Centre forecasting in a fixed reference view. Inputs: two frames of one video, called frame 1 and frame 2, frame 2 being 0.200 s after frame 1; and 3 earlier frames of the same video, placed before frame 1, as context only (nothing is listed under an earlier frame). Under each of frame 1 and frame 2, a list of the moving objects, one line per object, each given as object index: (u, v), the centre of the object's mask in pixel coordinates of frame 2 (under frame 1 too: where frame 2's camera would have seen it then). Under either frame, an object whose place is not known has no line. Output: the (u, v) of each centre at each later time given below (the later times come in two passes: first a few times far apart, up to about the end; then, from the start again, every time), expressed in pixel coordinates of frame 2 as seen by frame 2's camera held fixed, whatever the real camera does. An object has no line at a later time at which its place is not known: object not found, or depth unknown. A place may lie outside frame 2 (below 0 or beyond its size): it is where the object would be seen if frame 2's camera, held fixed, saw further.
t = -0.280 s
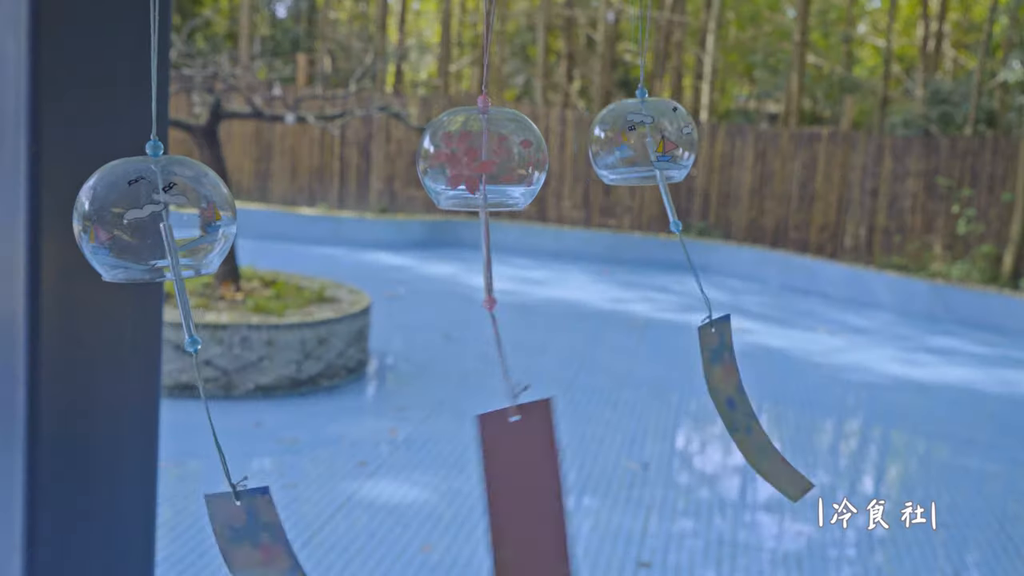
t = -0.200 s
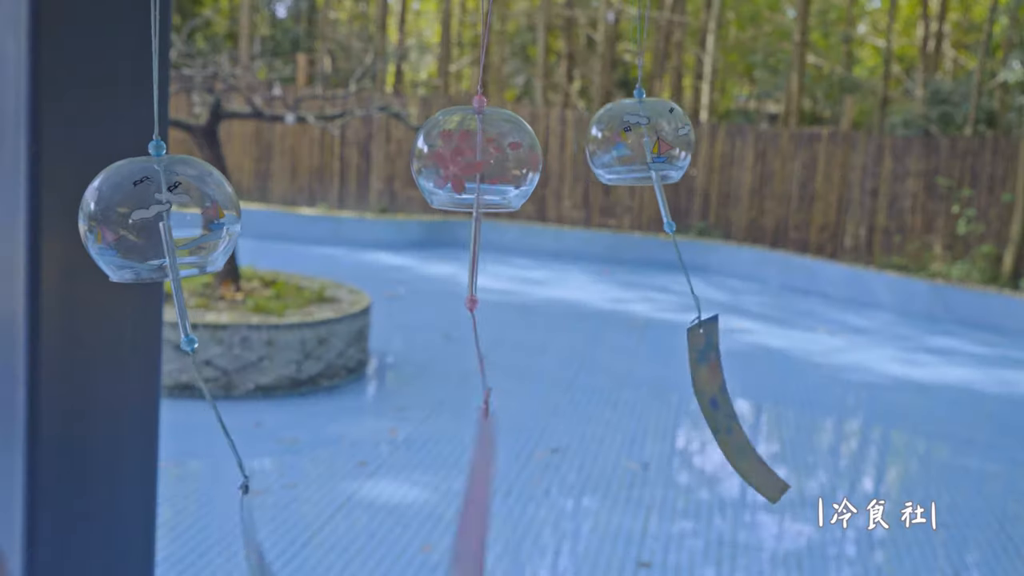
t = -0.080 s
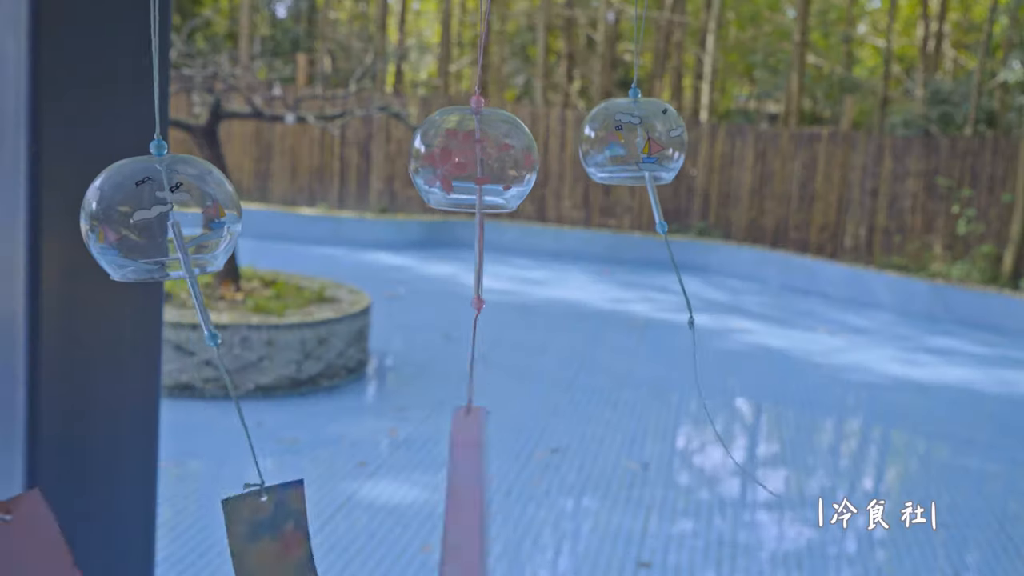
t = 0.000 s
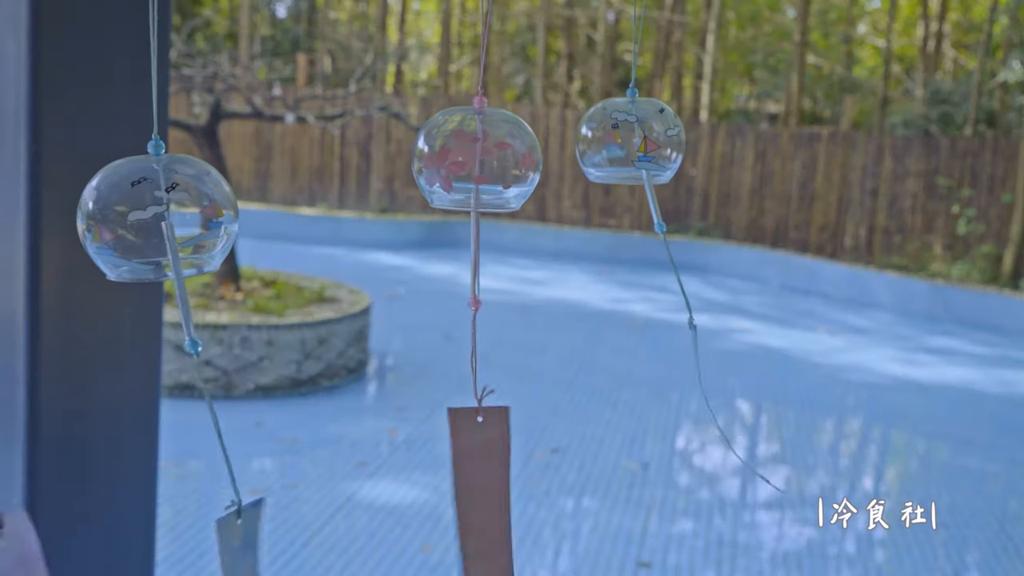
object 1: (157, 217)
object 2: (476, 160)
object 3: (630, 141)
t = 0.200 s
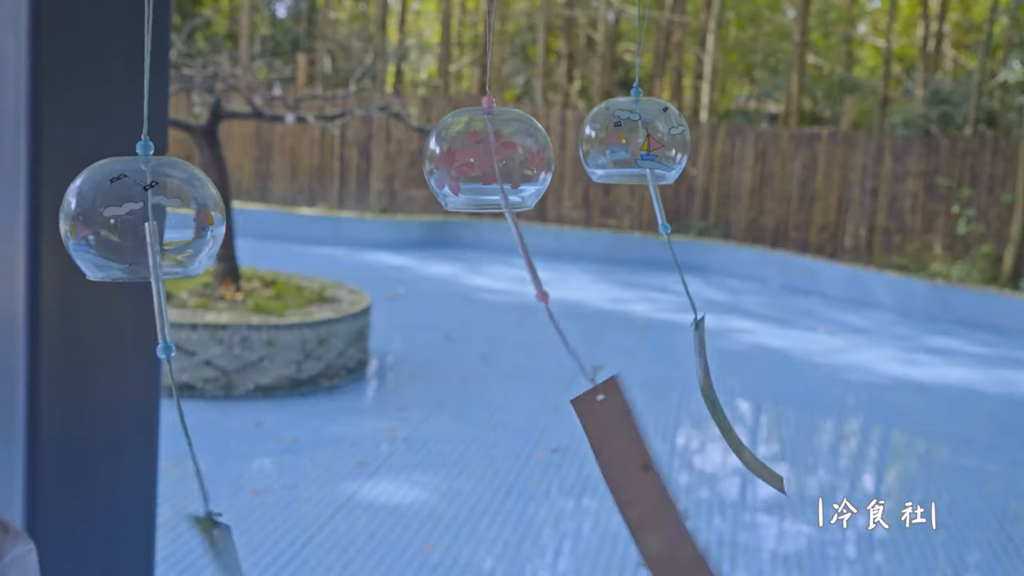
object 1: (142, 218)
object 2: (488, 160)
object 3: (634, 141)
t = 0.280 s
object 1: (139, 219)
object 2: (490, 160)
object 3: (640, 142)
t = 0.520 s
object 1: (159, 220)
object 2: (494, 159)
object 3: (648, 142)
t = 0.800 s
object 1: (158, 217)
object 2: (483, 160)
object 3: (632, 142)
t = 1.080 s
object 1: (142, 218)
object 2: (473, 160)
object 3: (630, 142)
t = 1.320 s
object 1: (160, 220)
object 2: (490, 160)
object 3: (647, 142)
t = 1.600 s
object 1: (163, 218)
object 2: (491, 159)
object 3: (640, 142)
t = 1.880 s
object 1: (142, 216)
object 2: (481, 160)
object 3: (628, 141)
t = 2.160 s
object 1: (144, 218)
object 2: (491, 160)
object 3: (642, 142)
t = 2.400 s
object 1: (149, 220)
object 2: (488, 159)
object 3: (649, 141)
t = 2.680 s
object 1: (153, 217)
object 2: (494, 159)
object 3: (636, 141)
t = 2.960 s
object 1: (163, 214)
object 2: (474, 159)
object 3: (627, 140)
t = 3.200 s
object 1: (139, 216)
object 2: (477, 159)
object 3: (641, 141)
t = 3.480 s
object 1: (140, 218)
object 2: (488, 158)
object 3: (635, 140)
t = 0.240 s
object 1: (140, 218)
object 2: (489, 160)
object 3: (637, 141)
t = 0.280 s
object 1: (139, 219)
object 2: (490, 160)
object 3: (640, 142)
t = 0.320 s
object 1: (140, 219)
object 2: (492, 159)
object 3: (643, 142)
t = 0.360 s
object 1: (142, 219)
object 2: (493, 159)
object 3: (646, 142)
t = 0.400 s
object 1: (147, 219)
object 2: (493, 159)
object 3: (648, 141)
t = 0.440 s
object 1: (151, 219)
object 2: (495, 159)
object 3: (649, 141)
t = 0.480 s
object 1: (155, 219)
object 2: (494, 159)
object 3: (649, 142)
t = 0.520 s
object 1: (159, 220)
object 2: (494, 159)
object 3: (648, 142)
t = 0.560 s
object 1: (161, 220)
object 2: (495, 159)
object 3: (646, 142)
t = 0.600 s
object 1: (163, 219)
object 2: (494, 160)
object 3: (644, 142)
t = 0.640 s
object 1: (164, 219)
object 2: (494, 160)
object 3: (641, 142)
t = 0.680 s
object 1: (165, 218)
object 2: (492, 160)
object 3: (639, 142)
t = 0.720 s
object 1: (164, 217)
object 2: (489, 160)
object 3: (637, 142)
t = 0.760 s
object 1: (161, 217)
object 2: (486, 160)
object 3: (634, 142)
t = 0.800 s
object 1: (158, 217)
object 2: (483, 160)
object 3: (632, 142)
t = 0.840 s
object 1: (155, 217)
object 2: (481, 160)
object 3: (630, 142)
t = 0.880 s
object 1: (151, 216)
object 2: (479, 160)
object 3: (628, 141)
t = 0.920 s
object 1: (148, 217)
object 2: (477, 160)
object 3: (627, 141)
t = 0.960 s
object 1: (145, 217)
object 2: (476, 160)
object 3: (626, 141)
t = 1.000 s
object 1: (143, 217)
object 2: (475, 160)
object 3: (627, 141)
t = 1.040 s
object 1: (141, 217)
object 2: (473, 160)
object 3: (628, 141)
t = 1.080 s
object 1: (142, 218)
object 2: (473, 160)
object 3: (630, 142)
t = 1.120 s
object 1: (144, 218)
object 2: (473, 160)
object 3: (633, 142)
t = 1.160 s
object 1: (146, 219)
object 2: (475, 159)
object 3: (636, 142)
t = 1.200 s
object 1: (149, 219)
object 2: (478, 159)
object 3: (640, 142)
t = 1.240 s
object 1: (152, 220)
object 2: (482, 159)
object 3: (643, 142)
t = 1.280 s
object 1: (156, 220)
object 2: (486, 160)
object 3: (645, 142)
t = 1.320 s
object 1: (160, 220)
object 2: (490, 160)
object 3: (647, 142)
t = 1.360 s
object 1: (163, 220)
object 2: (493, 160)
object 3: (649, 142)
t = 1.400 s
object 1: (165, 220)
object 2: (494, 160)
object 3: (649, 142)
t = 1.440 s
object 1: (166, 220)
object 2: (495, 159)
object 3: (649, 141)
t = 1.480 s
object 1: (166, 219)
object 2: (495, 159)
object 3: (647, 141)
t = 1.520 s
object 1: (166, 220)
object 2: (494, 160)
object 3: (645, 142)
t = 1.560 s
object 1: (165, 219)
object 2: (493, 160)
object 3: (642, 142)
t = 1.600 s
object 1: (163, 218)
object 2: (491, 159)
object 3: (640, 142)
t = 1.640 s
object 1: (161, 218)
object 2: (488, 160)
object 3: (638, 141)
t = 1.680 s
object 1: (158, 218)
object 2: (485, 160)
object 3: (636, 142)
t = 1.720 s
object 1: (154, 218)
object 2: (481, 160)
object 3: (633, 142)
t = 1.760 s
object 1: (150, 217)
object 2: (480, 160)
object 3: (631, 141)
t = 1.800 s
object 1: (147, 216)
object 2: (479, 160)
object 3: (630, 141)
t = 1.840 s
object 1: (144, 216)
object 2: (480, 160)
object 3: (629, 141)
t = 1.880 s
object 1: (142, 216)
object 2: (481, 160)
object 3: (628, 141)
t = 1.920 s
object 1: (141, 216)
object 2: (482, 160)
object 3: (629, 141)
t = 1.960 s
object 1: (139, 216)
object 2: (485, 160)
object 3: (629, 142)
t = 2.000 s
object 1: (139, 217)
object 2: (487, 160)
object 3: (631, 141)
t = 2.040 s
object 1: (139, 218)
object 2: (488, 160)
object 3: (633, 142)
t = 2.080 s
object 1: (140, 218)
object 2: (489, 160)
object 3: (636, 141)
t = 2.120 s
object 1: (142, 218)
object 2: (490, 160)
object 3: (639, 142)
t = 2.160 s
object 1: (144, 218)
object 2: (491, 160)
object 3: (642, 142)
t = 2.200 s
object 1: (146, 219)
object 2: (491, 160)
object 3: (645, 142)
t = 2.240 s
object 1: (146, 219)
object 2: (491, 159)
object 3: (647, 141)
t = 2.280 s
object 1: (146, 218)
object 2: (490, 159)
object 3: (648, 142)
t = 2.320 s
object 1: (149, 219)
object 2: (489, 159)
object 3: (649, 142)
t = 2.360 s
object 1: (150, 221)
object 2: (488, 159)
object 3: (649, 142)
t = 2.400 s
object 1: (149, 220)
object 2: (488, 159)
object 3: (649, 141)
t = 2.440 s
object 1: (148, 220)
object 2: (488, 159)
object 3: (649, 141)
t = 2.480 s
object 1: (148, 220)
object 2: (489, 160)
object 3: (648, 141)
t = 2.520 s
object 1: (149, 219)
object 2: (491, 159)
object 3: (646, 140)
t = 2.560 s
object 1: (150, 219)
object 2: (494, 159)
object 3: (644, 140)
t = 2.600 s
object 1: (150, 218)
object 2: (495, 159)
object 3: (642, 140)
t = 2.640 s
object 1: (151, 218)
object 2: (495, 159)
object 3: (639, 140)
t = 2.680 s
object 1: (153, 217)
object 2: (494, 159)
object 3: (636, 141)
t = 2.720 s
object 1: (156, 216)
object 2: (490, 159)
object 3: (633, 141)
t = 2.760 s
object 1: (159, 216)
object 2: (487, 159)
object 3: (630, 141)
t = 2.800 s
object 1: (162, 215)
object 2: (484, 159)
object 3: (628, 140)
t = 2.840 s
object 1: (164, 215)
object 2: (481, 159)
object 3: (627, 140)
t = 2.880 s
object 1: (165, 214)
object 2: (479, 159)
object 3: (626, 140)
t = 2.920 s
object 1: (165, 214)
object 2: (476, 159)
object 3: (626, 141)
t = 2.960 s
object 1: (163, 214)
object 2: (474, 159)
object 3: (627, 140)
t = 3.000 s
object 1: (160, 215)
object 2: (472, 159)
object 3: (629, 141)
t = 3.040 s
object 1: (156, 215)
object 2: (471, 159)
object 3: (631, 141)
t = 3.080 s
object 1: (152, 216)
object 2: (471, 159)
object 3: (634, 141)
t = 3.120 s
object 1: (148, 216)
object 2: (472, 159)
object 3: (637, 141)
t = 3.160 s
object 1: (144, 216)
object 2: (474, 159)
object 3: (639, 141)
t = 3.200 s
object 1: (139, 216)
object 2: (477, 159)
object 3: (641, 141)
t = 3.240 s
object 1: (134, 217)
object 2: (479, 159)
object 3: (642, 141)
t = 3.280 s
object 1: (130, 217)
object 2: (482, 159)
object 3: (642, 141)
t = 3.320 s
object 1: (127, 217)
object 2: (484, 158)
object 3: (641, 141)
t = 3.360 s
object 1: (127, 218)
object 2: (486, 158)
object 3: (639, 141)
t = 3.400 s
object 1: (130, 218)
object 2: (487, 158)
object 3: (638, 140)
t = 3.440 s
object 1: (135, 218)
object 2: (488, 158)
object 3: (636, 140)
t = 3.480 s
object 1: (140, 218)
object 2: (488, 158)
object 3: (635, 140)
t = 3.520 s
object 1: (146, 218)
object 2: (488, 159)
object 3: (634, 140)
